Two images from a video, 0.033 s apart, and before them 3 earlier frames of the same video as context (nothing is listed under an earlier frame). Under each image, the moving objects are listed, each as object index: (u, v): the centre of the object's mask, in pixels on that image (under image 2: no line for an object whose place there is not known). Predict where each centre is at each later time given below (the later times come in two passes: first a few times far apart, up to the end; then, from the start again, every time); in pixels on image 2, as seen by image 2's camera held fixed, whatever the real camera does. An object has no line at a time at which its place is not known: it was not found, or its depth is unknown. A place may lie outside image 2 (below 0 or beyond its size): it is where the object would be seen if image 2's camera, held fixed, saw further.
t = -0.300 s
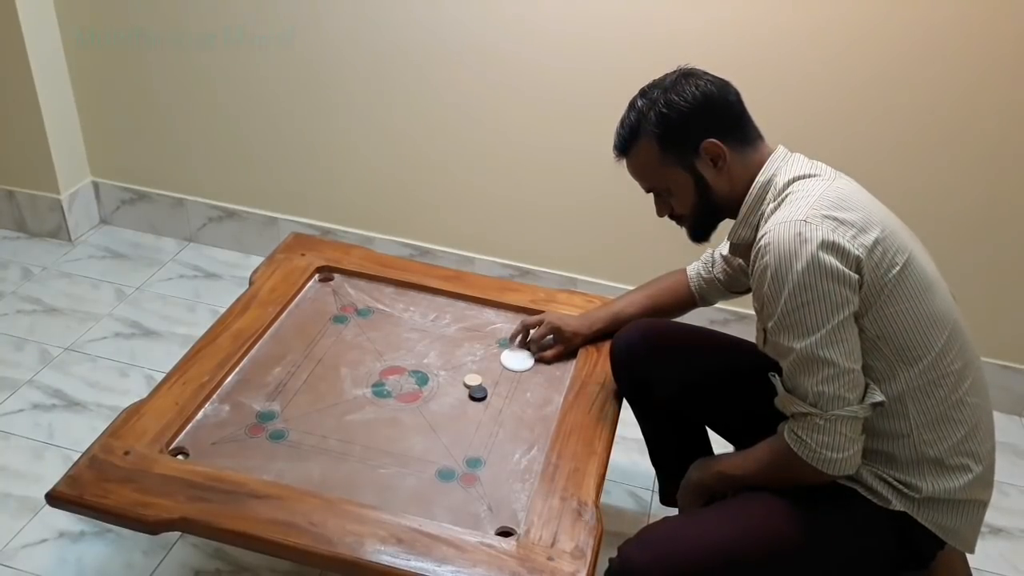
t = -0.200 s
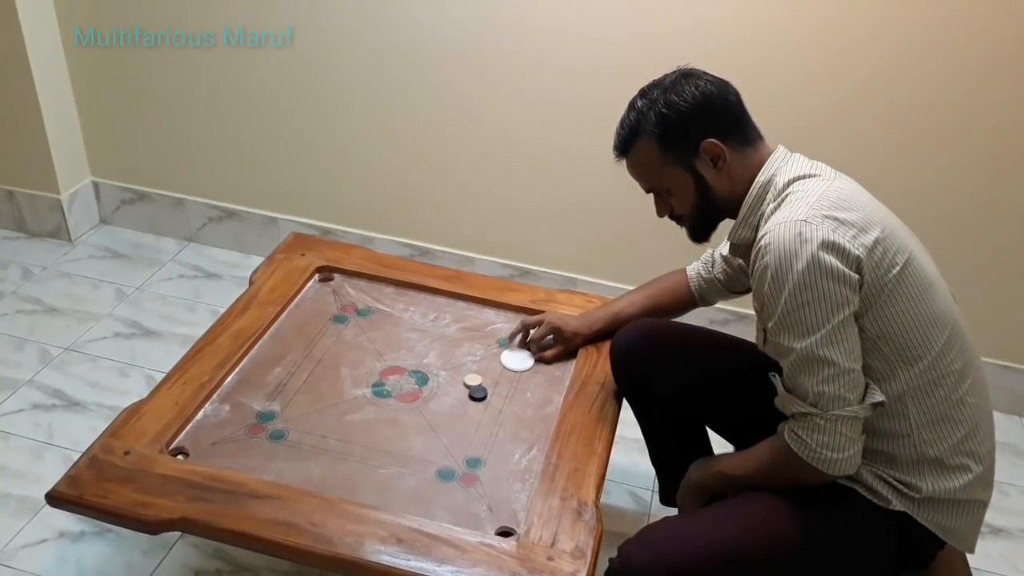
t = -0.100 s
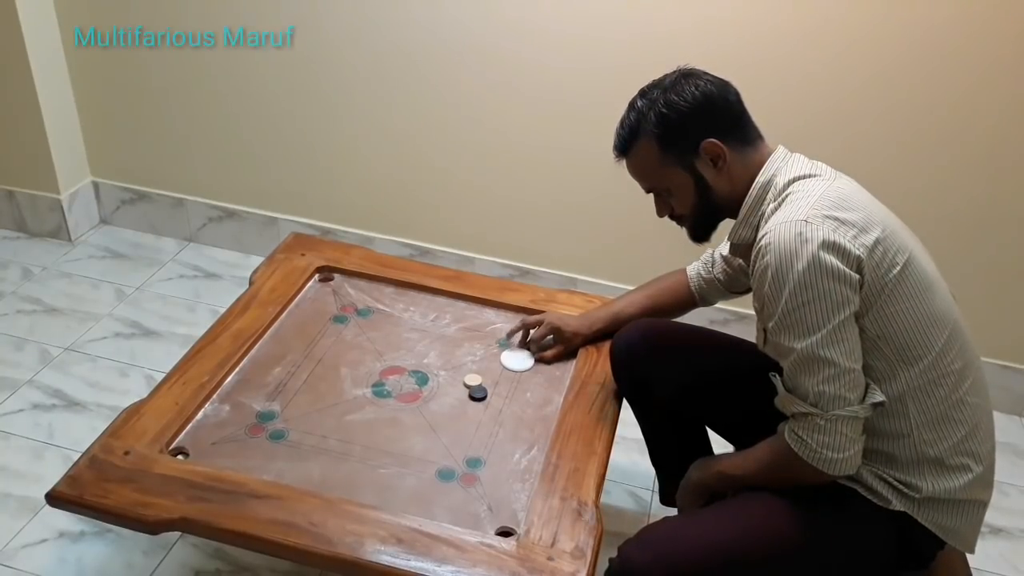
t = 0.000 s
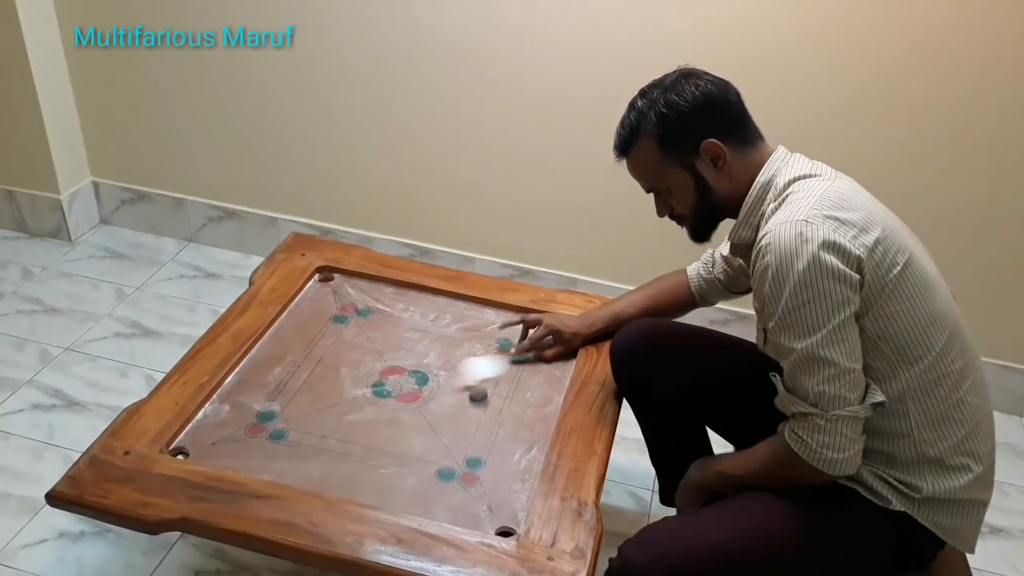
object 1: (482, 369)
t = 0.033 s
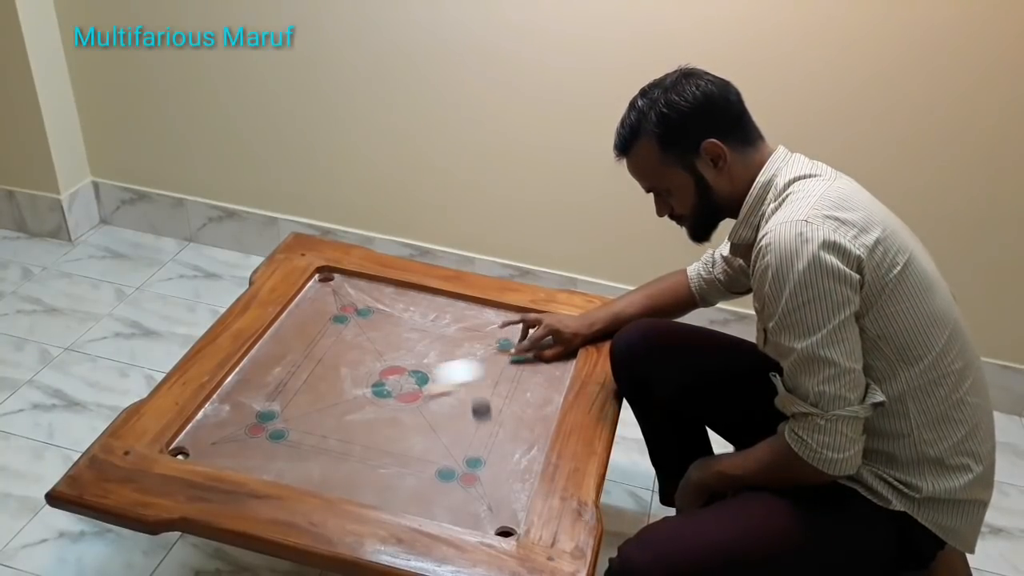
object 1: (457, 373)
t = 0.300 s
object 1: (286, 406)
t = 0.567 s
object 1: (219, 436)
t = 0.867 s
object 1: (223, 440)
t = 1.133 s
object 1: (223, 440)
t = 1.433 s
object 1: (224, 441)
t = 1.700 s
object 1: (224, 441)
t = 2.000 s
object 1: (223, 441)
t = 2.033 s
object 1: (223, 441)
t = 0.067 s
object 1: (434, 377)
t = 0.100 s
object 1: (410, 381)
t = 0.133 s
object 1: (389, 385)
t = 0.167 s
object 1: (366, 389)
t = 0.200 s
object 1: (345, 394)
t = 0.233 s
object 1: (324, 398)
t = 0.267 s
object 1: (304, 402)
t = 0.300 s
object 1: (286, 406)
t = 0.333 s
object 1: (268, 410)
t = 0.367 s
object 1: (251, 413)
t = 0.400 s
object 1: (236, 417)
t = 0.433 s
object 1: (222, 420)
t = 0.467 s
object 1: (212, 424)
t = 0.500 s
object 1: (215, 428)
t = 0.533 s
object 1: (217, 432)
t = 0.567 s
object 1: (219, 436)
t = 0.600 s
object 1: (221, 438)
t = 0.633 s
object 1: (222, 440)
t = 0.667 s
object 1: (223, 440)
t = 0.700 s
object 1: (223, 440)
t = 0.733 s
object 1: (223, 440)
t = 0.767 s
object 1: (223, 440)
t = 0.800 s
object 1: (223, 440)
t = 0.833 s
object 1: (223, 440)
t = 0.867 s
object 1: (223, 440)
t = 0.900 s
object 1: (223, 440)
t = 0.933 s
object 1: (223, 440)
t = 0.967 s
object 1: (223, 440)
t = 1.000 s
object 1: (223, 440)
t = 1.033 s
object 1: (223, 440)
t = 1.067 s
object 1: (223, 440)
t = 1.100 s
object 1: (223, 440)
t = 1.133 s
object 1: (223, 440)
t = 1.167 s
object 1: (223, 440)
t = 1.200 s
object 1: (223, 440)
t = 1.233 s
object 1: (223, 440)
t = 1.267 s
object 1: (223, 440)
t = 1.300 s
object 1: (224, 440)
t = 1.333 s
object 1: (224, 440)
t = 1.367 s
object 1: (224, 440)
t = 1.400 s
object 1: (224, 441)
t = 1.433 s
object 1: (224, 441)
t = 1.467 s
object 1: (224, 441)
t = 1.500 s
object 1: (224, 440)
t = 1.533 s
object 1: (224, 440)
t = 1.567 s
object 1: (224, 440)
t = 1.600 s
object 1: (224, 440)
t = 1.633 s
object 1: (224, 440)
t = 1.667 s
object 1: (224, 440)
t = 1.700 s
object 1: (224, 441)
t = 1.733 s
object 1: (224, 441)
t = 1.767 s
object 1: (224, 441)
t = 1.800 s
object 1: (224, 441)
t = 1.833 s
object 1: (224, 441)
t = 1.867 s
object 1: (223, 441)
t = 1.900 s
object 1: (224, 441)
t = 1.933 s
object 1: (224, 441)
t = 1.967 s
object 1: (224, 441)
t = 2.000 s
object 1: (223, 441)
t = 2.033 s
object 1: (223, 441)
